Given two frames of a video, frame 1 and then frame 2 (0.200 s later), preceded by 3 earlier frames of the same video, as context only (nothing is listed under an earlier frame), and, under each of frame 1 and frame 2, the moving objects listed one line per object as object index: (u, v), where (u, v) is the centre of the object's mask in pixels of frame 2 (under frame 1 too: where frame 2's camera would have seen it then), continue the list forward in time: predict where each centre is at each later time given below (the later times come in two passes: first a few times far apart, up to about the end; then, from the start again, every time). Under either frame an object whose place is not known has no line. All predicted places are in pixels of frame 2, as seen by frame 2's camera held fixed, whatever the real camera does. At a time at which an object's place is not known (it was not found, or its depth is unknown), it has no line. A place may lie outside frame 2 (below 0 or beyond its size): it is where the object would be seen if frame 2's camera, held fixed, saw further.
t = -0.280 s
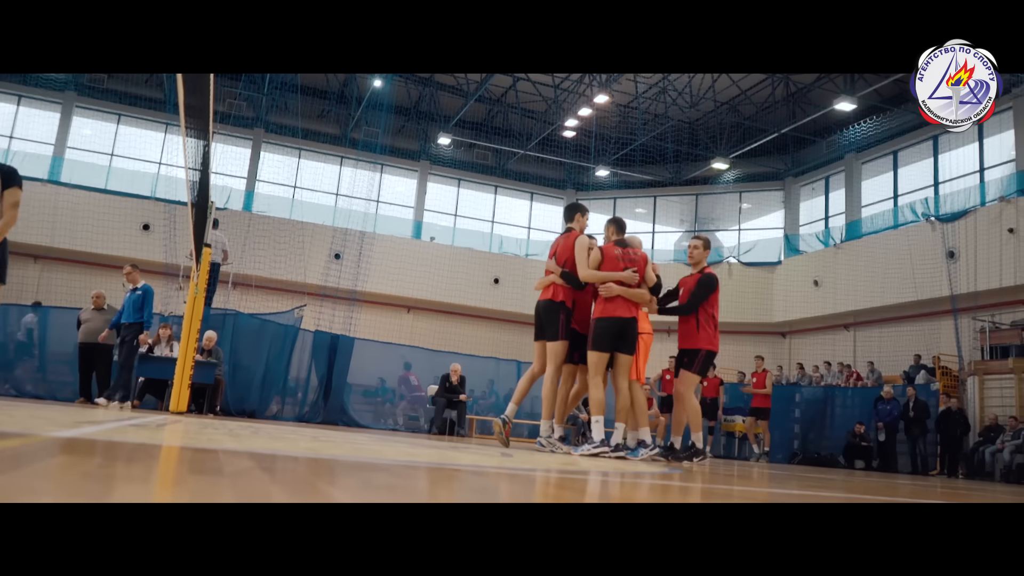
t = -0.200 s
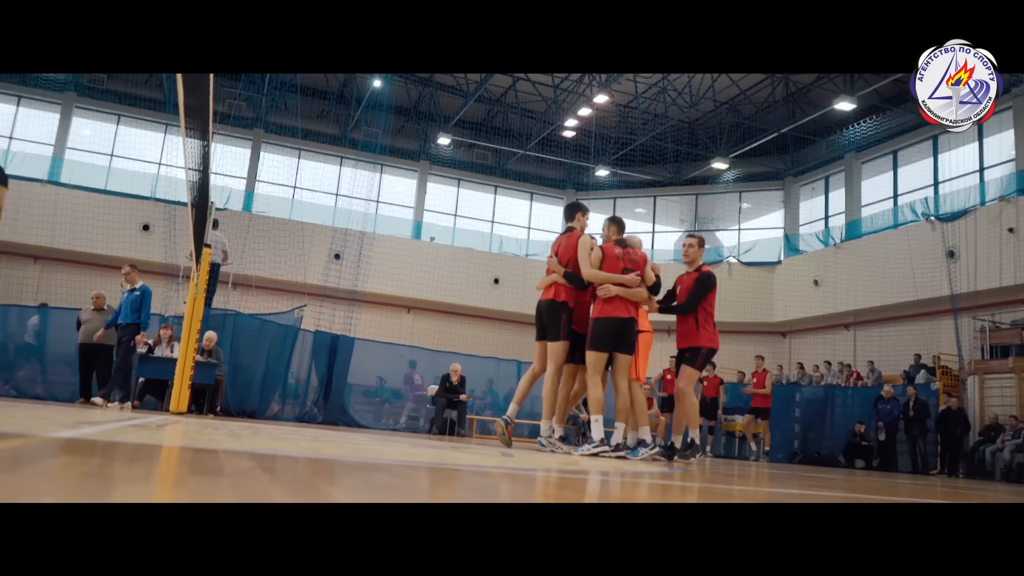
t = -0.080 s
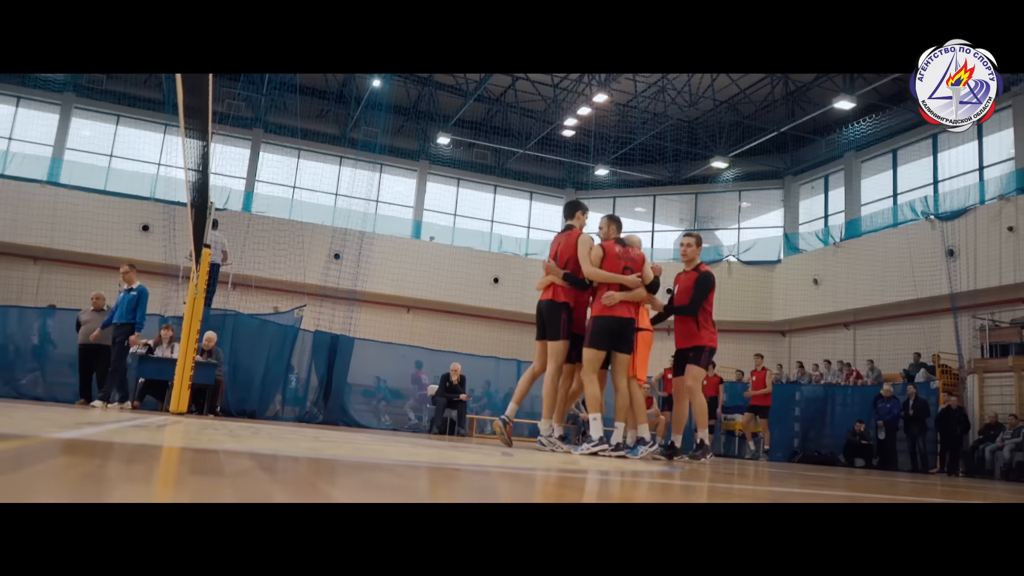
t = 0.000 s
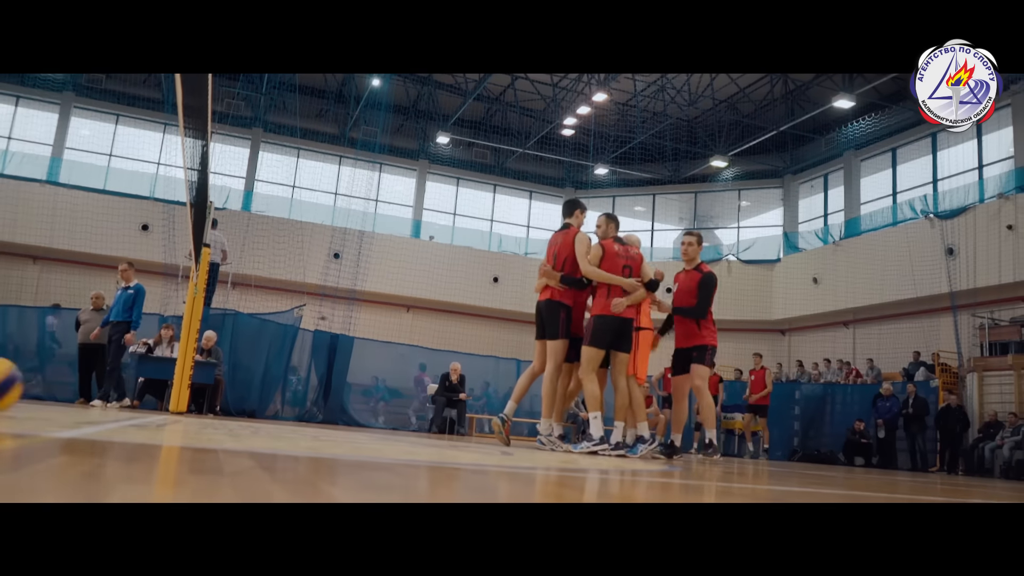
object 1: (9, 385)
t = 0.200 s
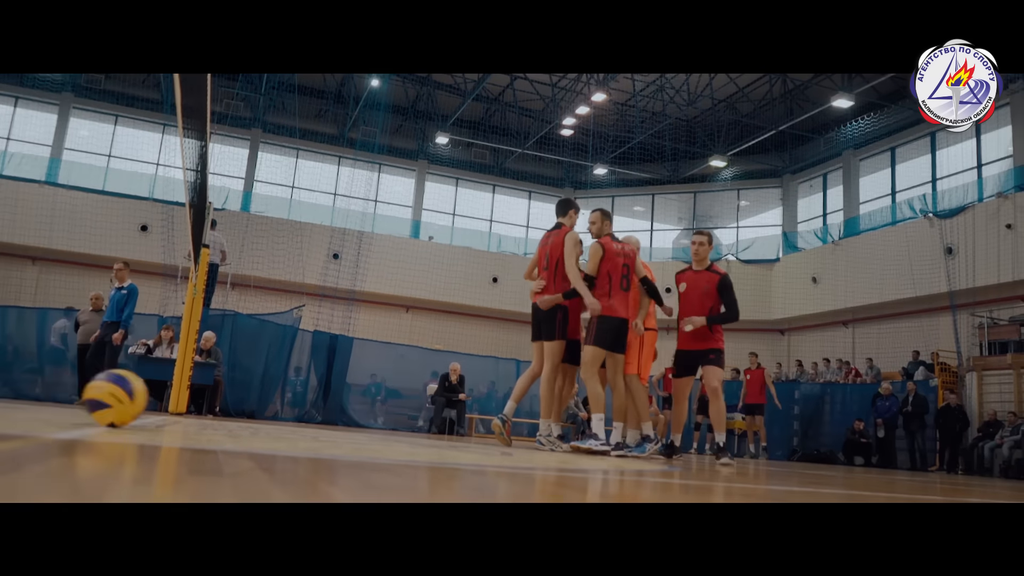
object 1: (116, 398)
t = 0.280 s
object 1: (165, 402)
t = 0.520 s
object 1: (310, 414)
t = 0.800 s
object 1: (468, 428)
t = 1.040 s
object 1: (595, 439)
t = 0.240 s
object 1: (140, 399)
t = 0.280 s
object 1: (165, 402)
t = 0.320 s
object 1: (190, 404)
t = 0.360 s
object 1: (216, 406)
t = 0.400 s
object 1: (239, 408)
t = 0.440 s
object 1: (263, 411)
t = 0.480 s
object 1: (286, 413)
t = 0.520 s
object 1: (310, 414)
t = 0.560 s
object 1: (333, 417)
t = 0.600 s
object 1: (355, 419)
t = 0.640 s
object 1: (379, 421)
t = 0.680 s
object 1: (402, 423)
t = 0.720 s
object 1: (424, 425)
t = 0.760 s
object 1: (447, 426)
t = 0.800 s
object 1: (468, 428)
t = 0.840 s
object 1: (489, 431)
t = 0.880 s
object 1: (510, 432)
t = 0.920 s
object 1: (533, 434)
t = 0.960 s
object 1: (555, 436)
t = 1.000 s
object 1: (575, 438)
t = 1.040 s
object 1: (595, 439)
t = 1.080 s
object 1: (617, 442)
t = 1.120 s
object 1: (637, 443)
